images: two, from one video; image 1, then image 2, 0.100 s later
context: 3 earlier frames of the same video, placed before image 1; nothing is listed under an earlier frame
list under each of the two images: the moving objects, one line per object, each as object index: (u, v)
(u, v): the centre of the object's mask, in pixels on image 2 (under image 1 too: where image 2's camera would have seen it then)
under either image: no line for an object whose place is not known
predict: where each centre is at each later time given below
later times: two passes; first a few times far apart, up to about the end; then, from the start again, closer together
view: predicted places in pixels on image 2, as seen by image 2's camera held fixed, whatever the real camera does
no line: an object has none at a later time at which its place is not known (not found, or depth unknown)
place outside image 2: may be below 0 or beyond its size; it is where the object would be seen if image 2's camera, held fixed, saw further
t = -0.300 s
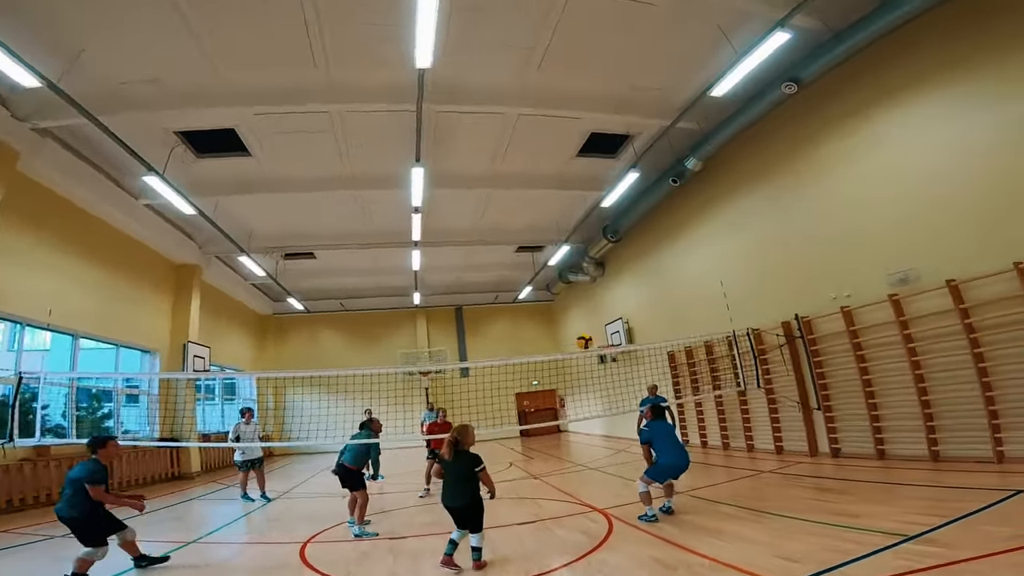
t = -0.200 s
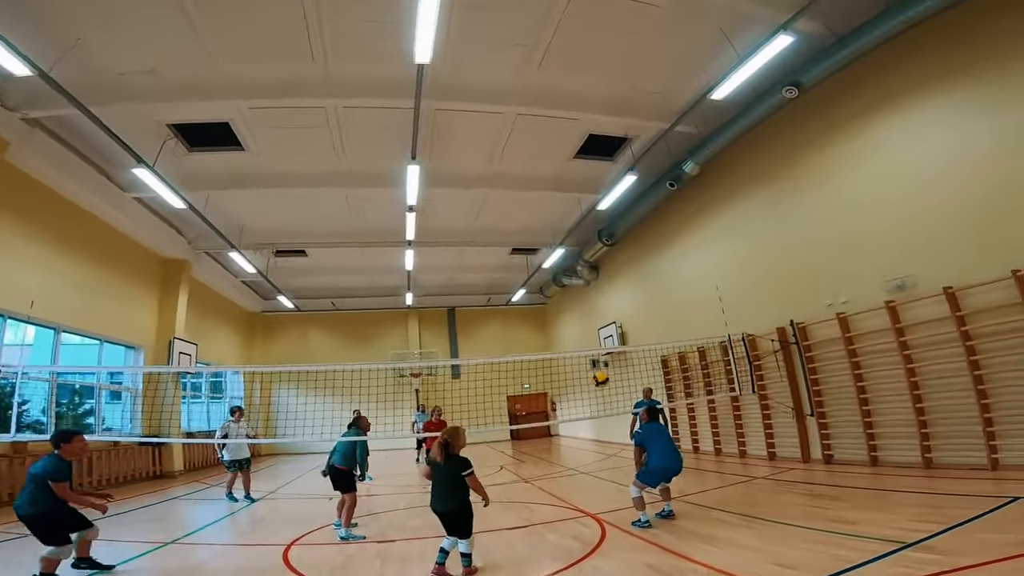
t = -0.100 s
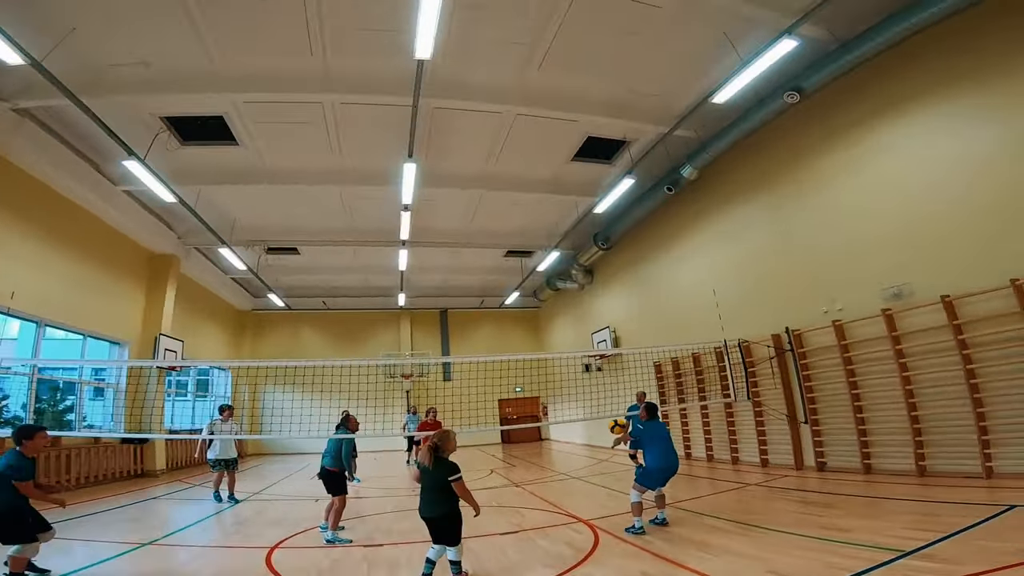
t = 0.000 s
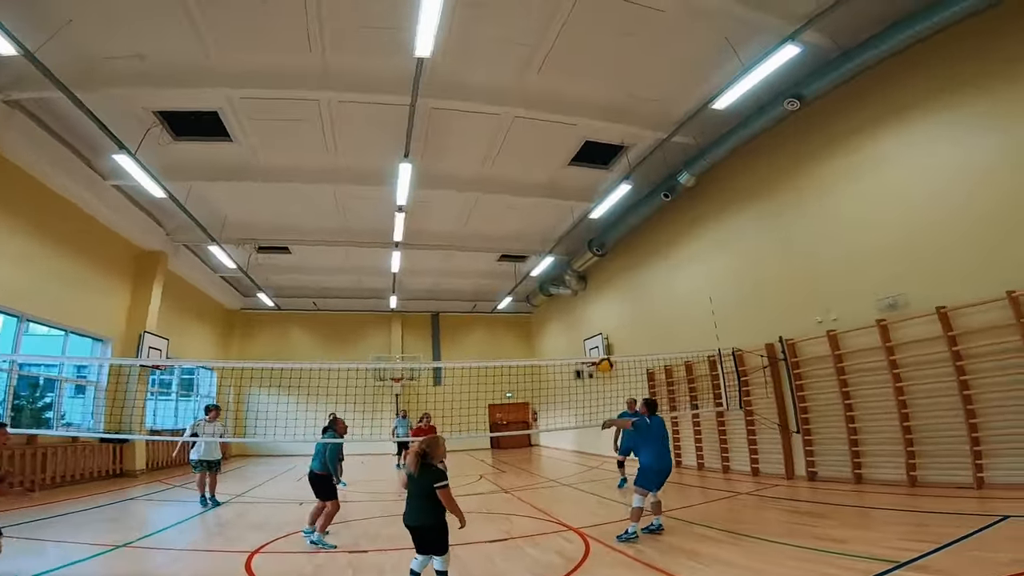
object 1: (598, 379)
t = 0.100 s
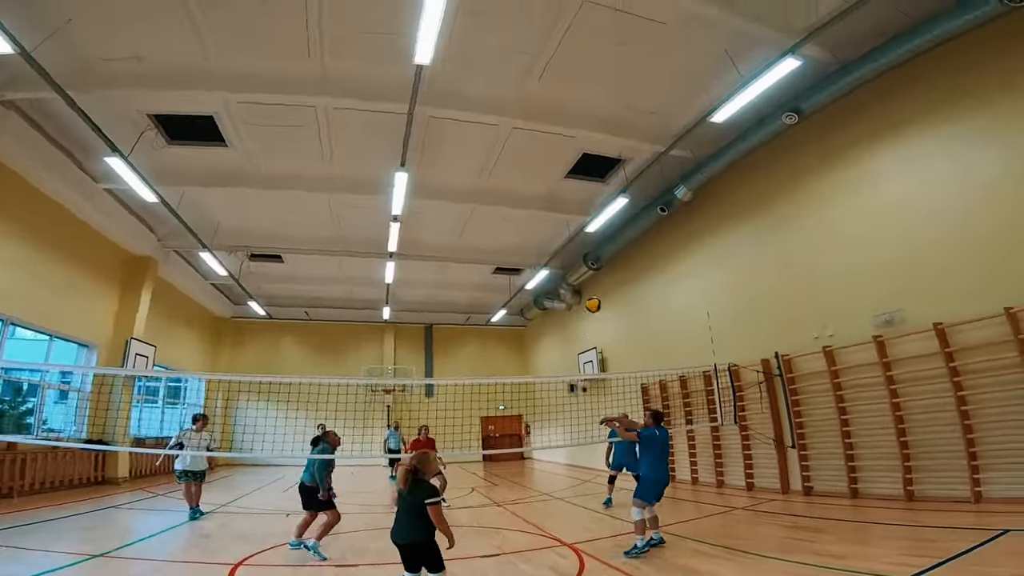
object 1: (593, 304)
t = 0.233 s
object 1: (583, 227)
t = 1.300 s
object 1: (584, 179)
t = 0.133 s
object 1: (591, 282)
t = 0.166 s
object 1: (588, 262)
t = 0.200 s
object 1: (586, 244)
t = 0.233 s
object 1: (583, 227)
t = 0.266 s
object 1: (582, 211)
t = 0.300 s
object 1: (580, 198)
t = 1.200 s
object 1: (579, 151)
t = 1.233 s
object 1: (581, 160)
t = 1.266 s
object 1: (582, 170)
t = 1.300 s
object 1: (584, 179)
